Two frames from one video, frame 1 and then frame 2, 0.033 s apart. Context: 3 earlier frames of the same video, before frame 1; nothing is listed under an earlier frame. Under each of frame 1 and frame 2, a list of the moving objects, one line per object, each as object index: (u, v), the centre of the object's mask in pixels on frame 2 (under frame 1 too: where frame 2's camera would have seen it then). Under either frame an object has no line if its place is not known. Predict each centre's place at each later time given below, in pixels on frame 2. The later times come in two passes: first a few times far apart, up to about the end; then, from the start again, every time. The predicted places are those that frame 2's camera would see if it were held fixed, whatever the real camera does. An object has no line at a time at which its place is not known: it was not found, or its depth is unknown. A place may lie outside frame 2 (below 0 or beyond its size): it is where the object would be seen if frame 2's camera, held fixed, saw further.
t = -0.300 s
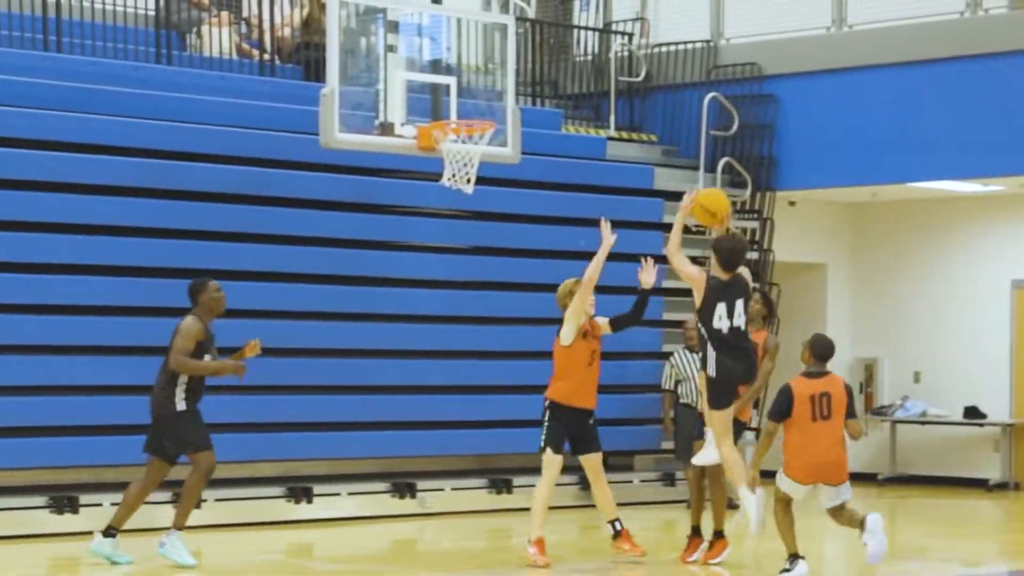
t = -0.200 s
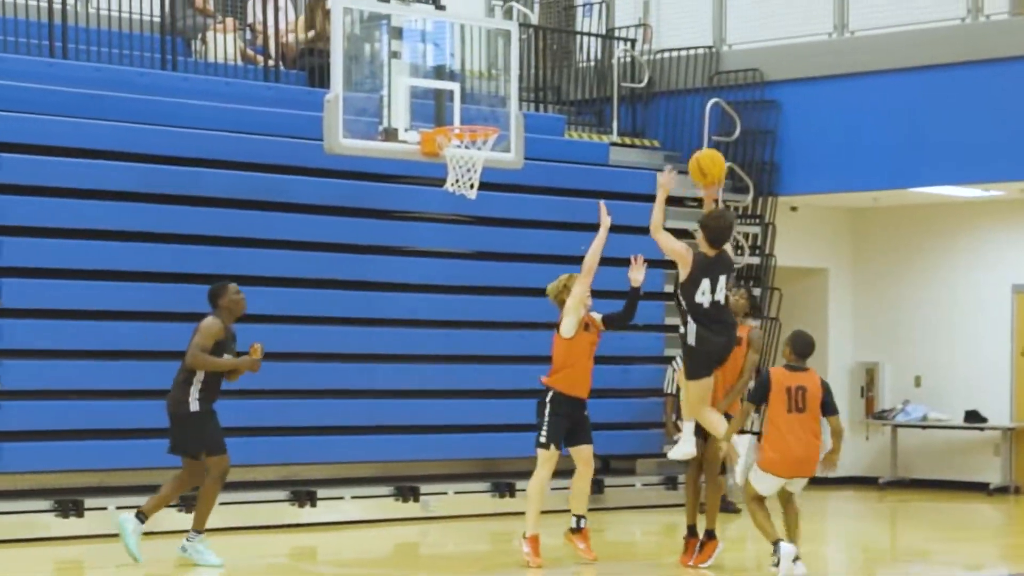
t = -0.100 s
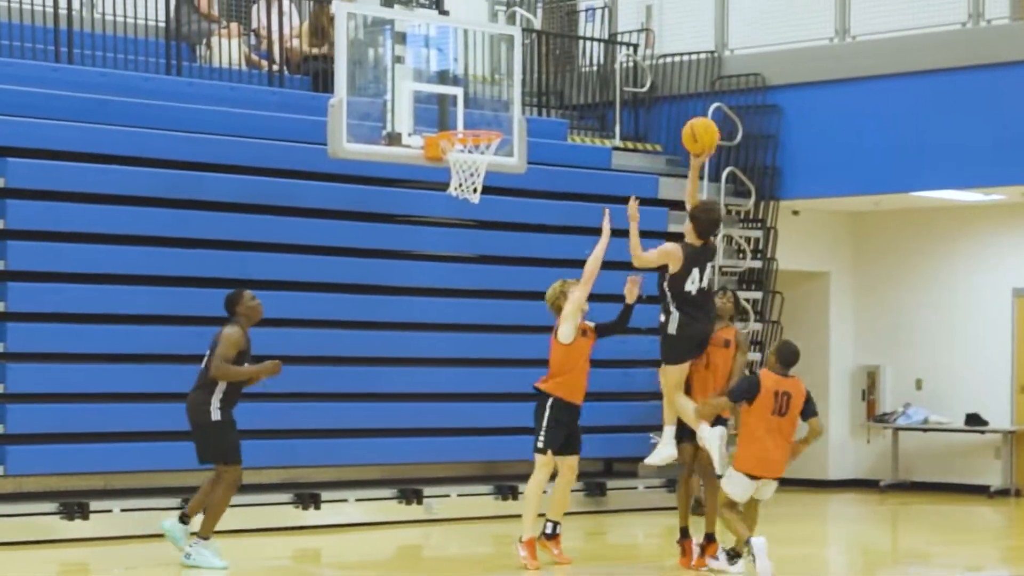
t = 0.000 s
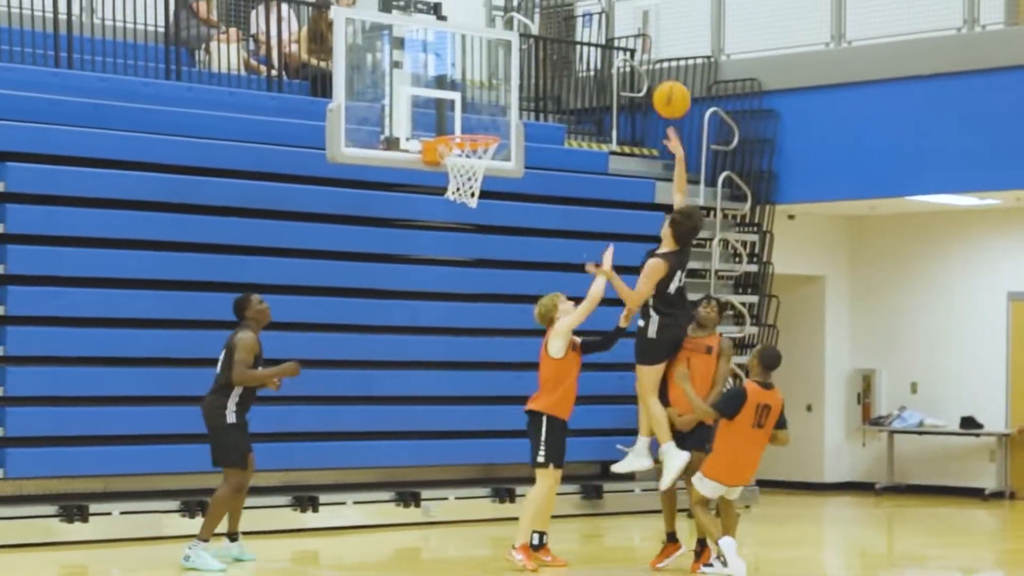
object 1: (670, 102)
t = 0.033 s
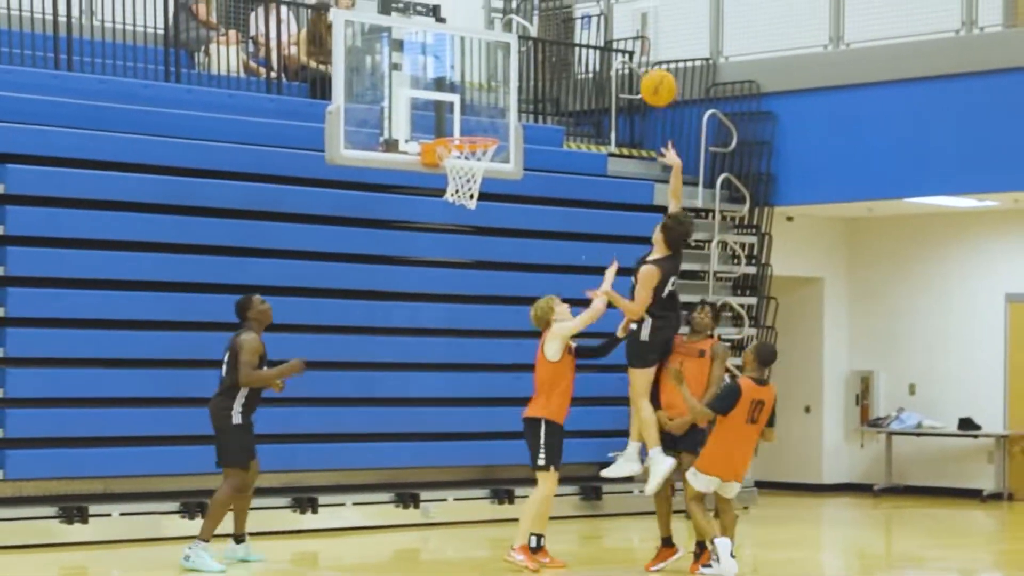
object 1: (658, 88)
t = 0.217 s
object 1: (596, 45)
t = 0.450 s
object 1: (521, 58)
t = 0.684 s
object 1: (453, 140)
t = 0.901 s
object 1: (495, 162)
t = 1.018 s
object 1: (488, 182)
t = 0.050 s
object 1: (653, 82)
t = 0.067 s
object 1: (646, 77)
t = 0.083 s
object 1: (640, 72)
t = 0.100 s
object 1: (635, 67)
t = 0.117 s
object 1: (630, 63)
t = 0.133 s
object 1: (624, 58)
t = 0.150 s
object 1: (617, 54)
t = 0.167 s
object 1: (612, 51)
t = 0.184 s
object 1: (606, 48)
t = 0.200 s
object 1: (601, 46)
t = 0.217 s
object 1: (596, 45)
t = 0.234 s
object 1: (590, 43)
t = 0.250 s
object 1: (584, 42)
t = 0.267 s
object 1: (578, 41)
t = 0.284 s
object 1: (572, 40)
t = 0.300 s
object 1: (567, 40)
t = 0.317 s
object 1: (562, 41)
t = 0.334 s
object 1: (557, 42)
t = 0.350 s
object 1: (552, 43)
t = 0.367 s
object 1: (547, 45)
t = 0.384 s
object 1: (542, 47)
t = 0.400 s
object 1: (537, 49)
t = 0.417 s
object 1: (532, 52)
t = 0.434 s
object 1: (526, 54)
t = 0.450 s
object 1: (521, 58)
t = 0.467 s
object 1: (516, 62)
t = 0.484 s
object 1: (511, 66)
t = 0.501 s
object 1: (505, 71)
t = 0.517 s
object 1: (500, 75)
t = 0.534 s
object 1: (495, 80)
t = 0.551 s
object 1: (490, 86)
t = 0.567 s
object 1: (486, 93)
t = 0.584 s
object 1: (481, 99)
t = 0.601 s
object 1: (476, 105)
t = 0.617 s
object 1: (471, 112)
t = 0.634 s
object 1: (466, 119)
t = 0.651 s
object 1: (461, 125)
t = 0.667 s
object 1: (456, 129)
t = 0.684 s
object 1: (453, 140)
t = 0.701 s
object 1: (460, 145)
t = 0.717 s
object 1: (465, 149)
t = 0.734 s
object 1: (472, 152)
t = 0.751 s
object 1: (480, 158)
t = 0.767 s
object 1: (487, 162)
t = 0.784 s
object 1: (490, 162)
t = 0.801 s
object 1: (492, 162)
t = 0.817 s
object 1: (493, 161)
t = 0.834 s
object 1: (495, 161)
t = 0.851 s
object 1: (495, 160)
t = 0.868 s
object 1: (495, 161)
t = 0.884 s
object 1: (495, 161)
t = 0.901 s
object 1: (495, 162)
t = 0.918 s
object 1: (495, 163)
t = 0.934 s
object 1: (494, 166)
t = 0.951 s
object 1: (493, 167)
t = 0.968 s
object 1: (492, 170)
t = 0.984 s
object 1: (492, 172)
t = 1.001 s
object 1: (490, 177)
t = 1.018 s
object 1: (488, 182)
